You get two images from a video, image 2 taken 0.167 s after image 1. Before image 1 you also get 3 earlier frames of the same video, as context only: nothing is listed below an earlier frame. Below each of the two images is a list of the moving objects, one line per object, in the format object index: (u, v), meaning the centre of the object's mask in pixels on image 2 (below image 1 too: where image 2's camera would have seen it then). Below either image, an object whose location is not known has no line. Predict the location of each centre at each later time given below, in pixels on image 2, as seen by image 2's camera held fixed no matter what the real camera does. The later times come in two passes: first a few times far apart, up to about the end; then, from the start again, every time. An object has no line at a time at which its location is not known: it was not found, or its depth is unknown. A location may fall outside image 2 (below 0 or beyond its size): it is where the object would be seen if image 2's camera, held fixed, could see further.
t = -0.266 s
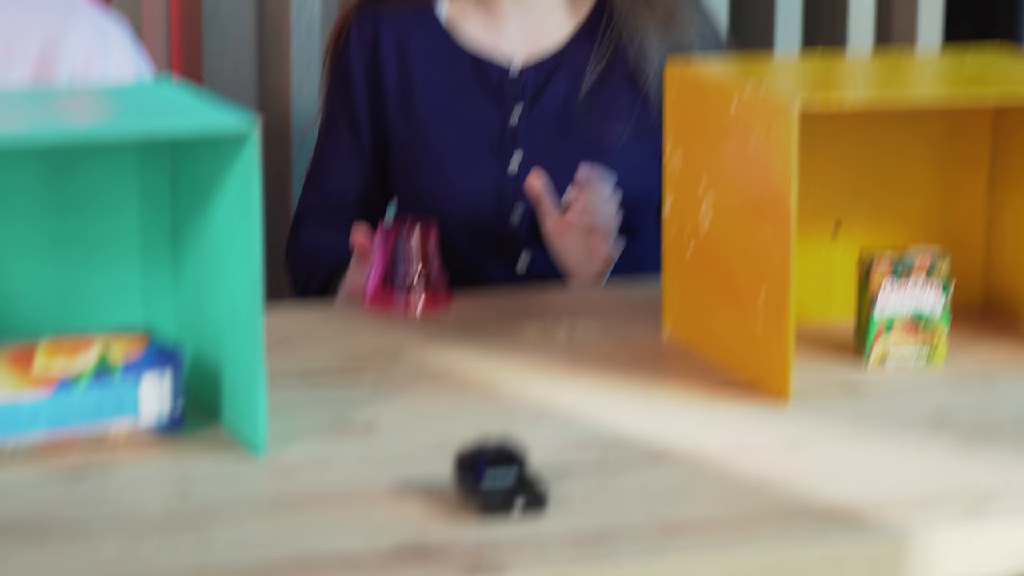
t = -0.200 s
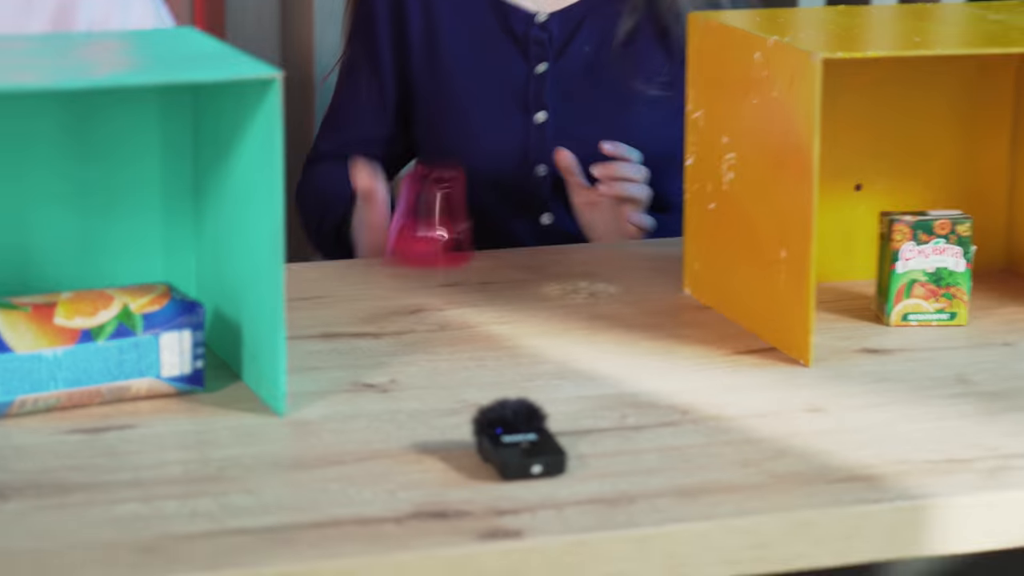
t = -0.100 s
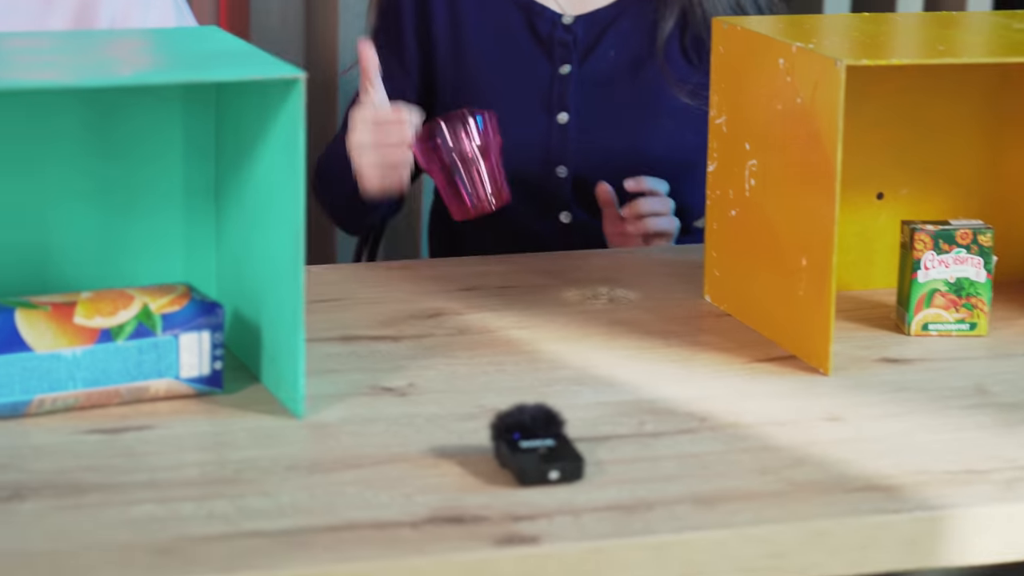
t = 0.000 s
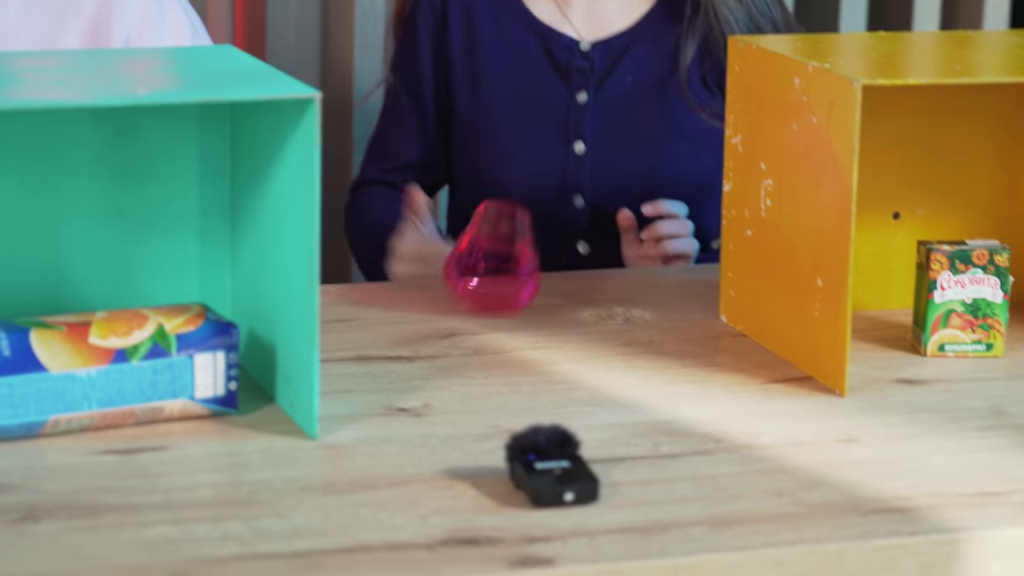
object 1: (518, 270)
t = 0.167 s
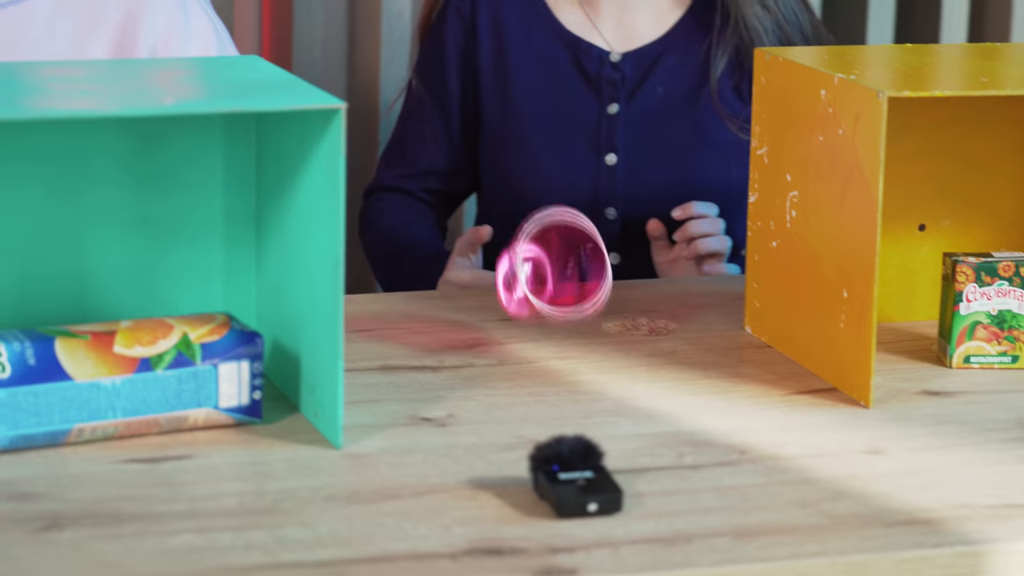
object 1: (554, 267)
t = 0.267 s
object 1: (578, 299)
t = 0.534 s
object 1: (642, 340)
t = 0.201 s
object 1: (559, 302)
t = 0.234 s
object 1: (568, 308)
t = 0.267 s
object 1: (578, 299)
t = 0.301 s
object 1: (588, 301)
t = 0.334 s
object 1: (597, 315)
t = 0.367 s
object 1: (607, 314)
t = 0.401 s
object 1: (615, 316)
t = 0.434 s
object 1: (623, 329)
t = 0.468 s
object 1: (629, 326)
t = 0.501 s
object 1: (637, 337)
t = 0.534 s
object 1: (642, 340)
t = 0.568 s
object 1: (644, 350)
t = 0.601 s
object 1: (644, 371)
